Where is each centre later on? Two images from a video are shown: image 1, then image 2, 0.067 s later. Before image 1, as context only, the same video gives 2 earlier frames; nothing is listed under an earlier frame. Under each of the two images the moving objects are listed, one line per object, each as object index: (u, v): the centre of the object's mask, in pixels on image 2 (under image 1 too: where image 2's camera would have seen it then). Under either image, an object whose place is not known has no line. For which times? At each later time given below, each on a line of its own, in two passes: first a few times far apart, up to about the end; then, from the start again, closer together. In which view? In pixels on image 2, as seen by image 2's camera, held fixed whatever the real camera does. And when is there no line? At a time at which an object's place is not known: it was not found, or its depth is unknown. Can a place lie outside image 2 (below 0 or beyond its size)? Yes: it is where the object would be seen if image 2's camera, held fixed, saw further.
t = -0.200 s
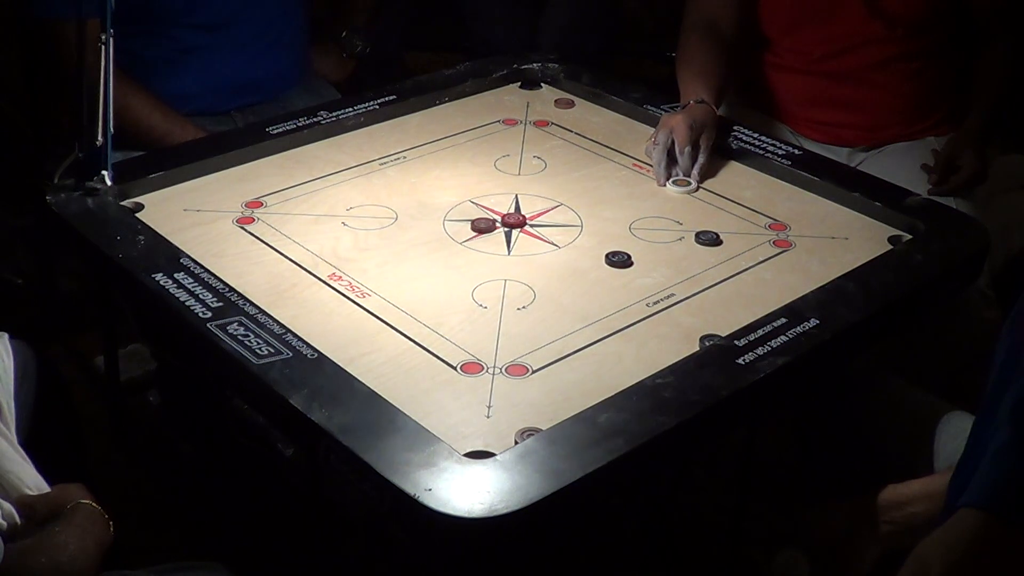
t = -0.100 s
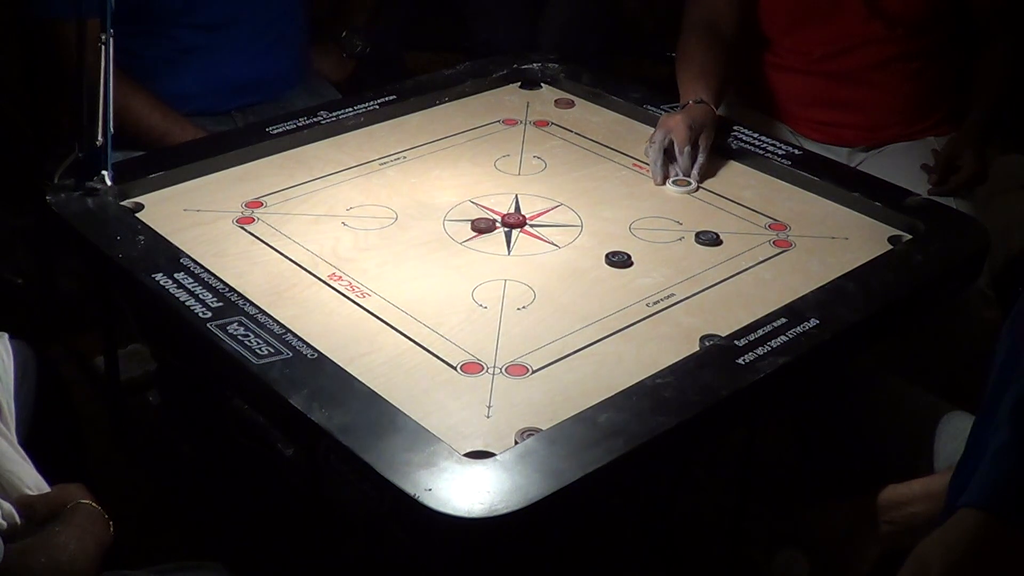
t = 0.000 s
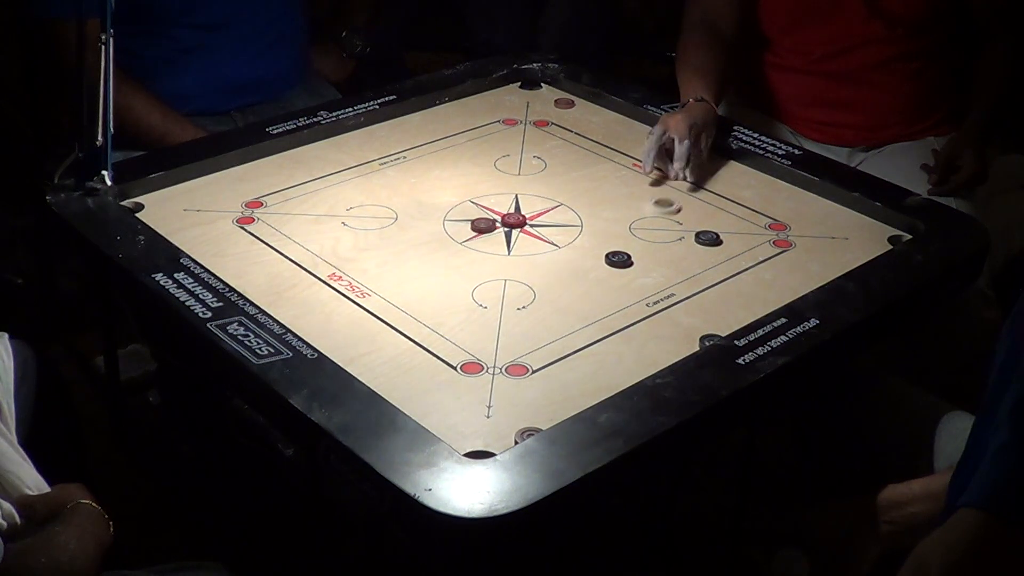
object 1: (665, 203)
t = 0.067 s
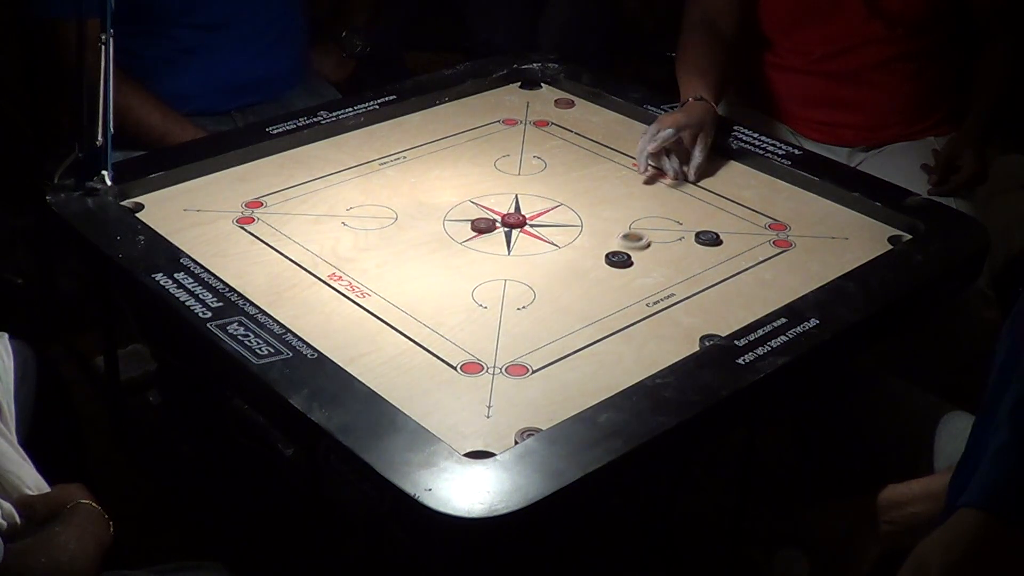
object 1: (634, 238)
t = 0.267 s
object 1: (582, 290)
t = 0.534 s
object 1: (537, 335)
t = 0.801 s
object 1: (521, 334)
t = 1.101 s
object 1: (521, 334)
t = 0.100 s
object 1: (622, 250)
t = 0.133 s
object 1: (613, 258)
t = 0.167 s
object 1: (605, 267)
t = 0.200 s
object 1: (597, 275)
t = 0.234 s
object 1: (589, 282)
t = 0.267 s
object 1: (582, 290)
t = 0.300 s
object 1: (574, 297)
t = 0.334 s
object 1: (568, 304)
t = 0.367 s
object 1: (562, 310)
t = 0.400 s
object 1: (556, 316)
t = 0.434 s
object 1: (551, 321)
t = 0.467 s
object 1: (546, 326)
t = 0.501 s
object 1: (541, 331)
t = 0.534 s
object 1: (537, 335)
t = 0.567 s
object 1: (533, 338)
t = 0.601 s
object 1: (528, 336)
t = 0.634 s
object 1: (525, 335)
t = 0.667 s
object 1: (523, 334)
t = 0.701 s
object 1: (521, 334)
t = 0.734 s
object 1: (521, 334)
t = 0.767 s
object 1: (521, 334)
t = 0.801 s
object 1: (521, 334)
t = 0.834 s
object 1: (521, 334)
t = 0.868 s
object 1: (521, 334)
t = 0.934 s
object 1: (521, 334)
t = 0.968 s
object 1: (521, 334)
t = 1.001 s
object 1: (521, 334)
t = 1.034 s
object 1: (521, 334)
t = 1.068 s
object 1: (521, 334)
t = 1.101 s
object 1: (521, 334)
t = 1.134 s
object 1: (521, 334)
